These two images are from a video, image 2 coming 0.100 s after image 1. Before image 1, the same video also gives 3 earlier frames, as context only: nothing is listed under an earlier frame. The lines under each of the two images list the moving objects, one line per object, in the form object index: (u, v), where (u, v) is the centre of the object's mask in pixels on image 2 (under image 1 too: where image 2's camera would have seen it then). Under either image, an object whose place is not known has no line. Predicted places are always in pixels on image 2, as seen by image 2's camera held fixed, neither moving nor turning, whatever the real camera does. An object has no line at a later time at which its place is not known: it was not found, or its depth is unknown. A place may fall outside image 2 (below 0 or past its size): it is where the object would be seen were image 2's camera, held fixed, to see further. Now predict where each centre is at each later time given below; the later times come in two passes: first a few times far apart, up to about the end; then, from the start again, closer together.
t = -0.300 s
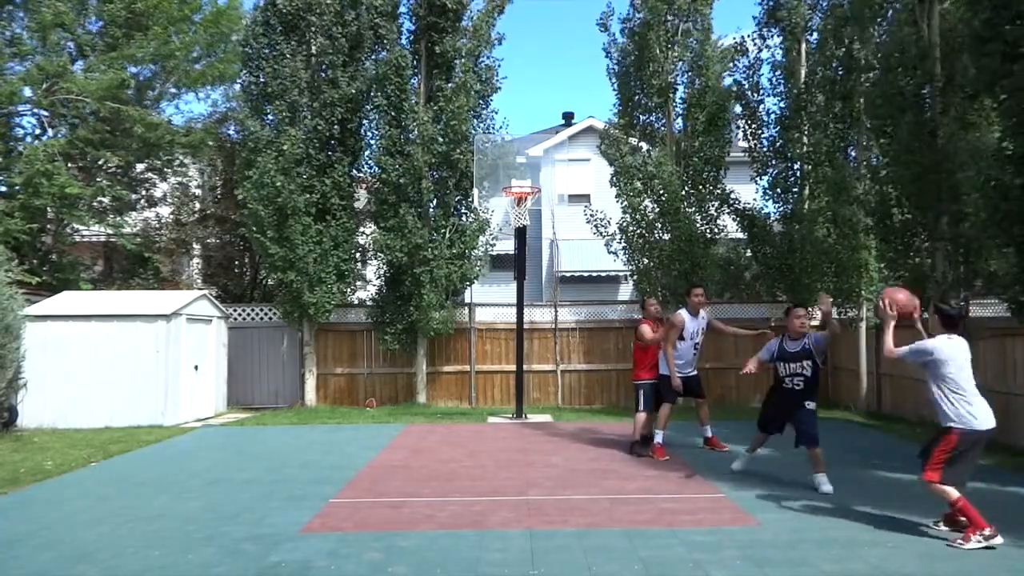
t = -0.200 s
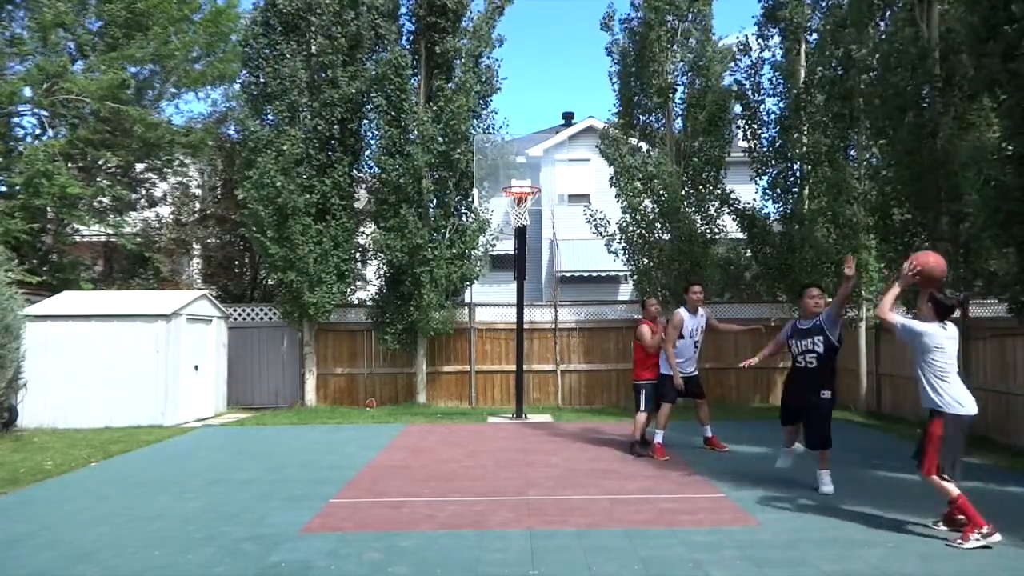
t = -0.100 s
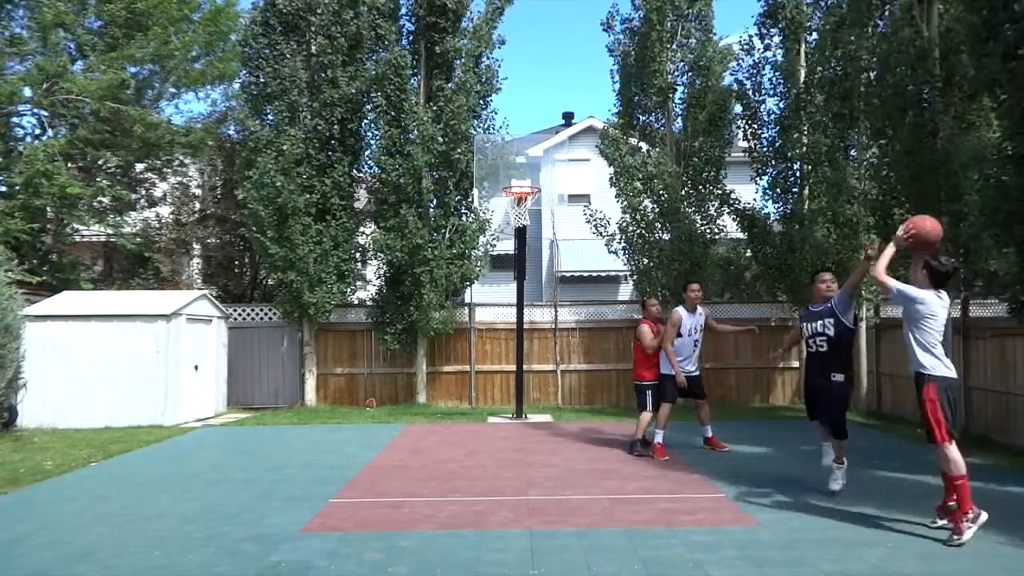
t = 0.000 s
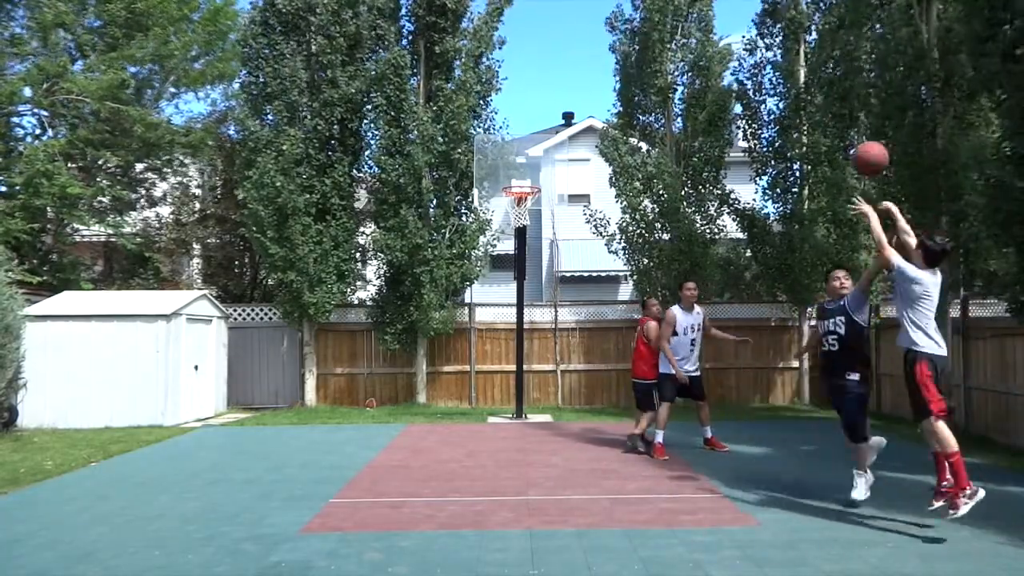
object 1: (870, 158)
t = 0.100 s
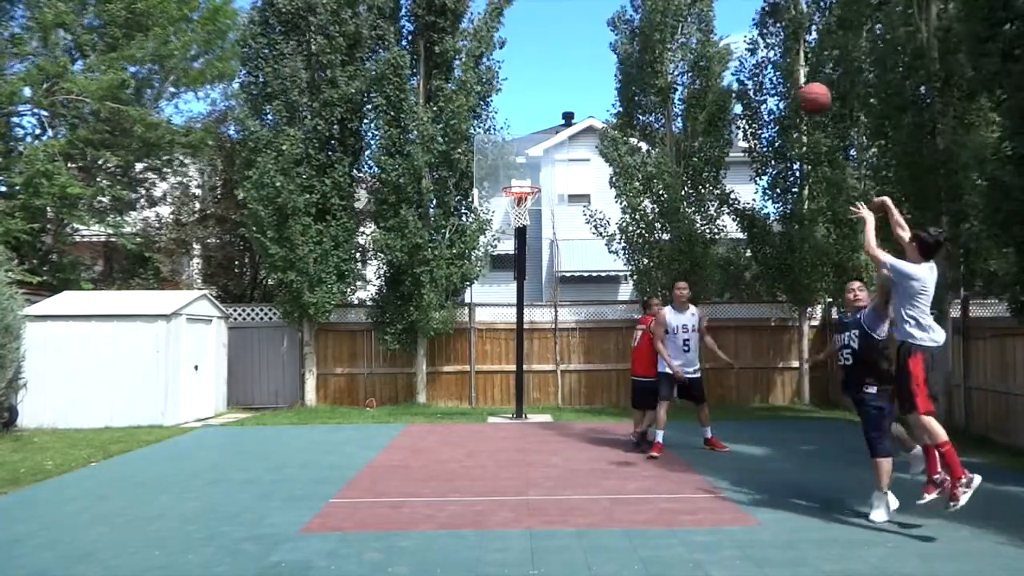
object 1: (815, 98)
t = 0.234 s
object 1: (751, 50)
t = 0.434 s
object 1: (677, 26)
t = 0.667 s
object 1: (611, 51)
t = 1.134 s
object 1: (518, 197)
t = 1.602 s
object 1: (531, 231)
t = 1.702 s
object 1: (534, 251)
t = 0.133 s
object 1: (797, 83)
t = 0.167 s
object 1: (781, 70)
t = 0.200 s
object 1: (766, 59)
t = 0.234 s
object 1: (751, 50)
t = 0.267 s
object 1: (738, 43)
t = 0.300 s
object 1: (723, 37)
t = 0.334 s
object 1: (711, 32)
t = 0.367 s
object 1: (700, 29)
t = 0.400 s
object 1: (689, 27)
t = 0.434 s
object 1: (677, 26)
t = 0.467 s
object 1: (667, 26)
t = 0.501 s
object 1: (657, 28)
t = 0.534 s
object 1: (648, 31)
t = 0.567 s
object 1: (639, 35)
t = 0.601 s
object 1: (628, 40)
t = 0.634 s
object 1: (620, 45)
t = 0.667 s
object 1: (611, 51)
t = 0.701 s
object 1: (603, 58)
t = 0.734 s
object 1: (595, 66)
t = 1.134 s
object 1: (518, 197)
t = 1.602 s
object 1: (531, 231)
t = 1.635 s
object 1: (532, 236)
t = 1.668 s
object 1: (533, 243)
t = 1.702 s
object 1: (534, 251)
